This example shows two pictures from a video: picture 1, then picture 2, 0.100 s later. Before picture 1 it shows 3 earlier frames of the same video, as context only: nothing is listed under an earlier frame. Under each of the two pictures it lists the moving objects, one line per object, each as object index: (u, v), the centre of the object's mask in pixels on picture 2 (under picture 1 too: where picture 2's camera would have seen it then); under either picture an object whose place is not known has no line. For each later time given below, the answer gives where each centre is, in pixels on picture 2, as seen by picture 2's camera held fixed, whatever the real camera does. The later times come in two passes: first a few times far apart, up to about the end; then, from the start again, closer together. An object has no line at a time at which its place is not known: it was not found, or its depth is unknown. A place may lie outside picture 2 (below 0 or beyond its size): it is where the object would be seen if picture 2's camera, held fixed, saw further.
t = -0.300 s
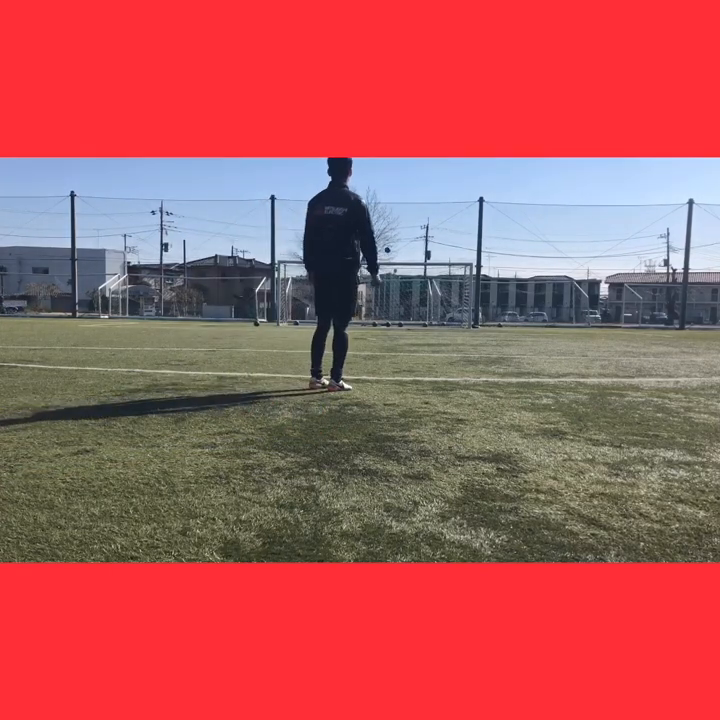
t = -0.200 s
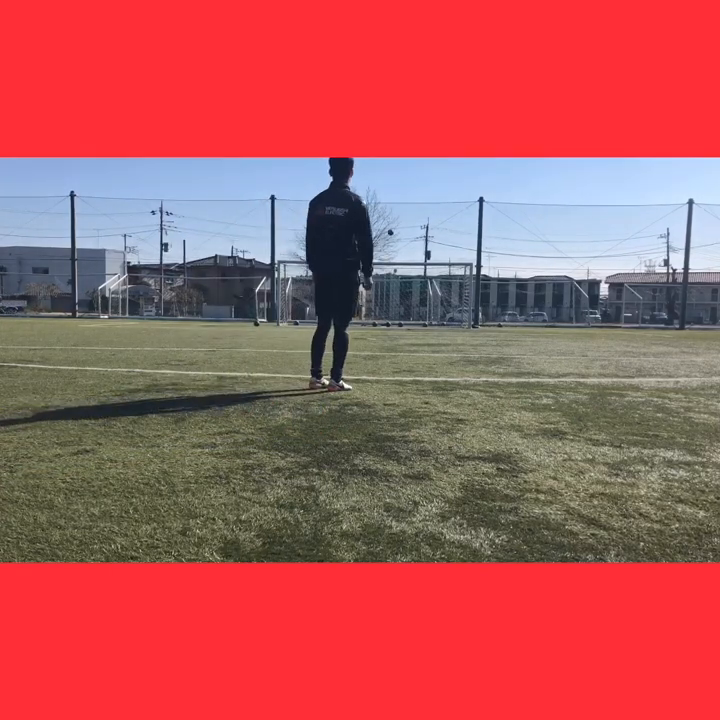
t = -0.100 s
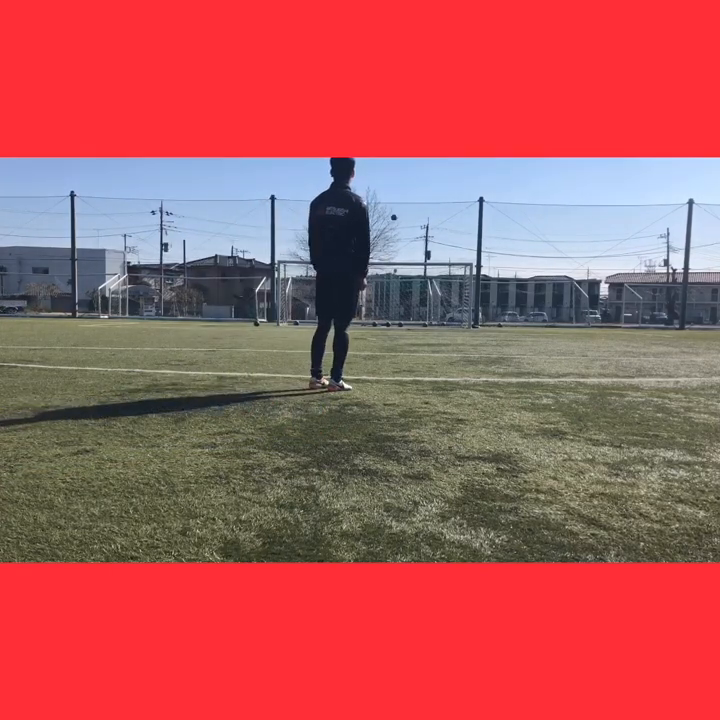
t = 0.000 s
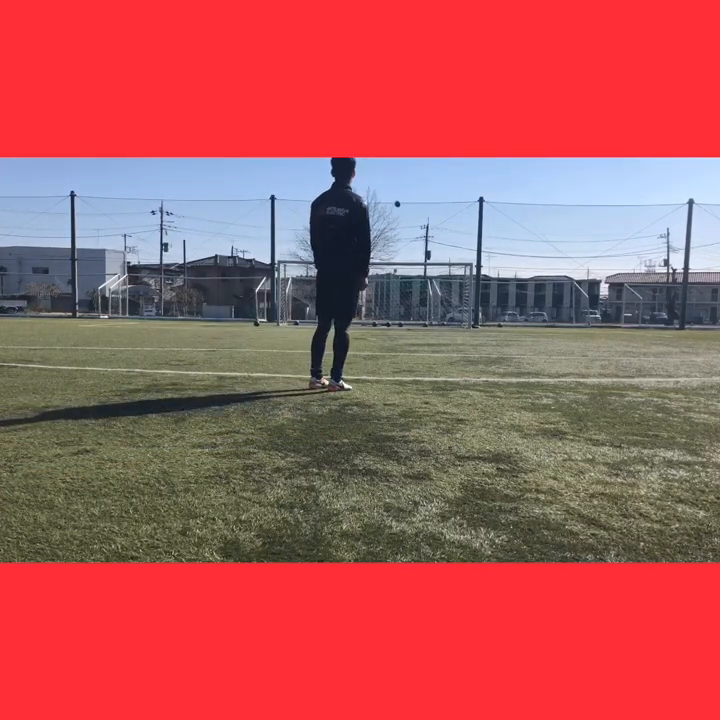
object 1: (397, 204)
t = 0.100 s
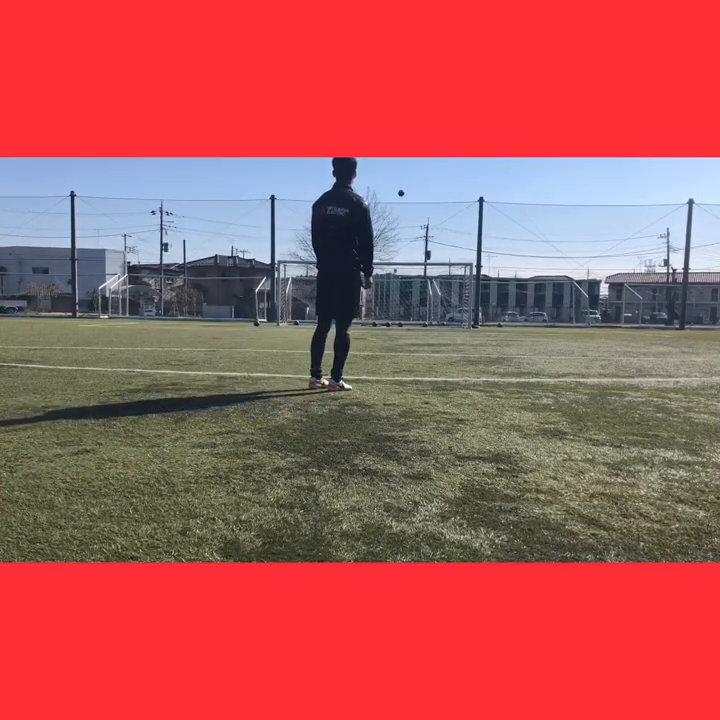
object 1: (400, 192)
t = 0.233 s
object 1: (406, 182)
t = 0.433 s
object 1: (413, 175)
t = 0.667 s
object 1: (422, 182)
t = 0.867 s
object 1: (430, 203)
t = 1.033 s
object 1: (437, 233)
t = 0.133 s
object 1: (402, 189)
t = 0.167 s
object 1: (403, 187)
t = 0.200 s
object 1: (404, 184)
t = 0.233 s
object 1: (406, 182)
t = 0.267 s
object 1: (407, 180)
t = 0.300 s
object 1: (408, 179)
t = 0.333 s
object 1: (409, 177)
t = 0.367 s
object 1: (410, 176)
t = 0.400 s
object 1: (411, 175)
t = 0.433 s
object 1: (413, 175)
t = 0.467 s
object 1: (414, 175)
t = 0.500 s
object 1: (416, 175)
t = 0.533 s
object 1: (417, 176)
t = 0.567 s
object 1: (418, 177)
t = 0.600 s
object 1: (420, 178)
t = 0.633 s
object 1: (421, 180)
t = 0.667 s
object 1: (422, 182)
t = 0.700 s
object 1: (424, 185)
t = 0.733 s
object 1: (425, 188)
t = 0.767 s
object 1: (426, 191)
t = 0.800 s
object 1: (428, 195)
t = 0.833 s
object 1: (429, 199)
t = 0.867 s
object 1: (430, 203)
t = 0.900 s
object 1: (432, 208)
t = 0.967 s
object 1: (434, 220)
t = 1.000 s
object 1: (436, 226)
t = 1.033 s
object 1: (437, 233)
